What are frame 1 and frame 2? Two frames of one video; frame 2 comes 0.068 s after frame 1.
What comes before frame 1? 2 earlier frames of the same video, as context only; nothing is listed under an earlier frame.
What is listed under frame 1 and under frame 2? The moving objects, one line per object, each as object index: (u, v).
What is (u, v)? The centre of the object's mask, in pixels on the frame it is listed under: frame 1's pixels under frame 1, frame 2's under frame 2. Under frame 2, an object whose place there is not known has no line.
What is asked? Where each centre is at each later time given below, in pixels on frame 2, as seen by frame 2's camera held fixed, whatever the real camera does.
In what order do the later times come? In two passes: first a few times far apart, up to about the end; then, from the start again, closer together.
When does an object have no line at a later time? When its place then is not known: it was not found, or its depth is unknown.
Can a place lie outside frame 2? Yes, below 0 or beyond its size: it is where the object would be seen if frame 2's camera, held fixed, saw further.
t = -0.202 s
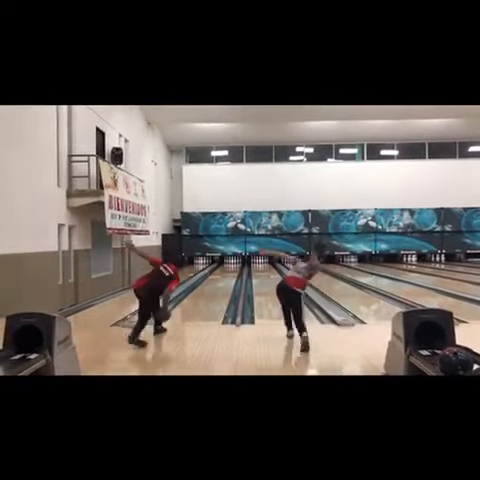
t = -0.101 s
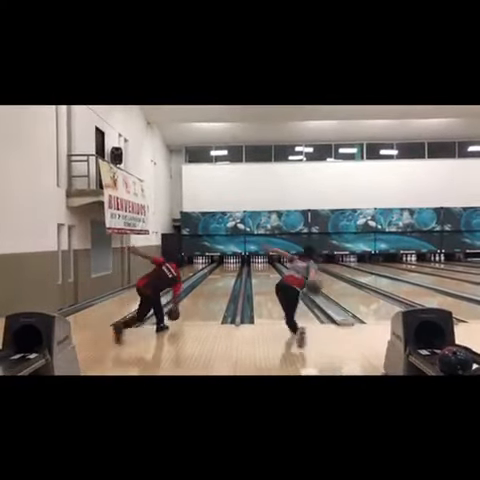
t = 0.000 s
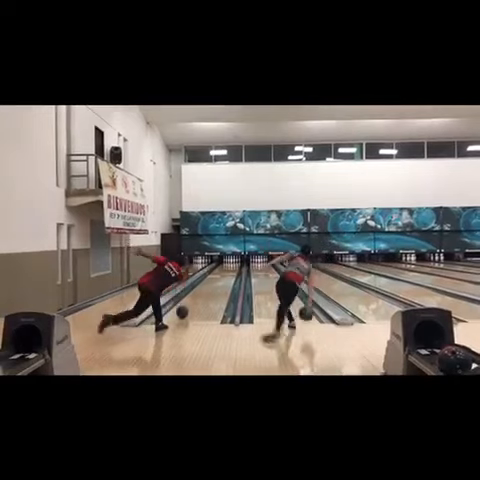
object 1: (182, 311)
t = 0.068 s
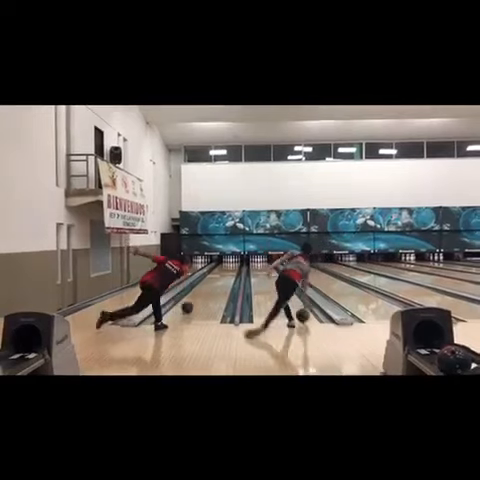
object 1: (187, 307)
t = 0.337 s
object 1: (202, 293)
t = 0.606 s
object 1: (212, 285)
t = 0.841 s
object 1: (219, 279)
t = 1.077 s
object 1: (224, 275)
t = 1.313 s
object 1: (228, 271)
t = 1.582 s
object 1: (231, 268)
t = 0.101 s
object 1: (189, 305)
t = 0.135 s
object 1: (191, 303)
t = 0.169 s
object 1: (193, 301)
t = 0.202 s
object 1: (195, 299)
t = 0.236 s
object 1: (197, 298)
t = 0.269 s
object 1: (198, 296)
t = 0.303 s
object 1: (200, 295)
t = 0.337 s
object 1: (202, 293)
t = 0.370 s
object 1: (204, 293)
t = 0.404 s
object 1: (205, 291)
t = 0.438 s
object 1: (207, 290)
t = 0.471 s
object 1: (208, 289)
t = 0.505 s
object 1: (209, 288)
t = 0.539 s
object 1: (210, 287)
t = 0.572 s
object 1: (211, 285)
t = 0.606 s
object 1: (212, 285)
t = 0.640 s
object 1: (214, 284)
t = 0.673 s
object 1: (215, 283)
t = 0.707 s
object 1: (216, 282)
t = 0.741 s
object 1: (217, 281)
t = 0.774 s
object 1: (217, 280)
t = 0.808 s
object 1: (218, 280)
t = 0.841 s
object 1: (219, 279)
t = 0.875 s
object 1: (220, 278)
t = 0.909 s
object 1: (221, 278)
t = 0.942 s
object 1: (222, 277)
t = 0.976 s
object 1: (222, 276)
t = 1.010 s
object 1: (223, 276)
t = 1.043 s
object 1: (223, 275)
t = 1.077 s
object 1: (224, 275)
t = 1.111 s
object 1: (224, 274)
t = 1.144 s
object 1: (225, 274)
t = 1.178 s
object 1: (225, 273)
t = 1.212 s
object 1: (226, 273)
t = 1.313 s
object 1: (228, 271)
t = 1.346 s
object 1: (228, 271)
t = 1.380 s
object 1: (228, 271)
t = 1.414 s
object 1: (229, 270)
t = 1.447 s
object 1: (229, 270)
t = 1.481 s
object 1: (230, 270)
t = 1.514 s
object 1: (231, 269)
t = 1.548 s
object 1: (231, 269)
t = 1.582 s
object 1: (231, 268)
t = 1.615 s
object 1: (232, 267)
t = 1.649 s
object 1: (231, 267)
